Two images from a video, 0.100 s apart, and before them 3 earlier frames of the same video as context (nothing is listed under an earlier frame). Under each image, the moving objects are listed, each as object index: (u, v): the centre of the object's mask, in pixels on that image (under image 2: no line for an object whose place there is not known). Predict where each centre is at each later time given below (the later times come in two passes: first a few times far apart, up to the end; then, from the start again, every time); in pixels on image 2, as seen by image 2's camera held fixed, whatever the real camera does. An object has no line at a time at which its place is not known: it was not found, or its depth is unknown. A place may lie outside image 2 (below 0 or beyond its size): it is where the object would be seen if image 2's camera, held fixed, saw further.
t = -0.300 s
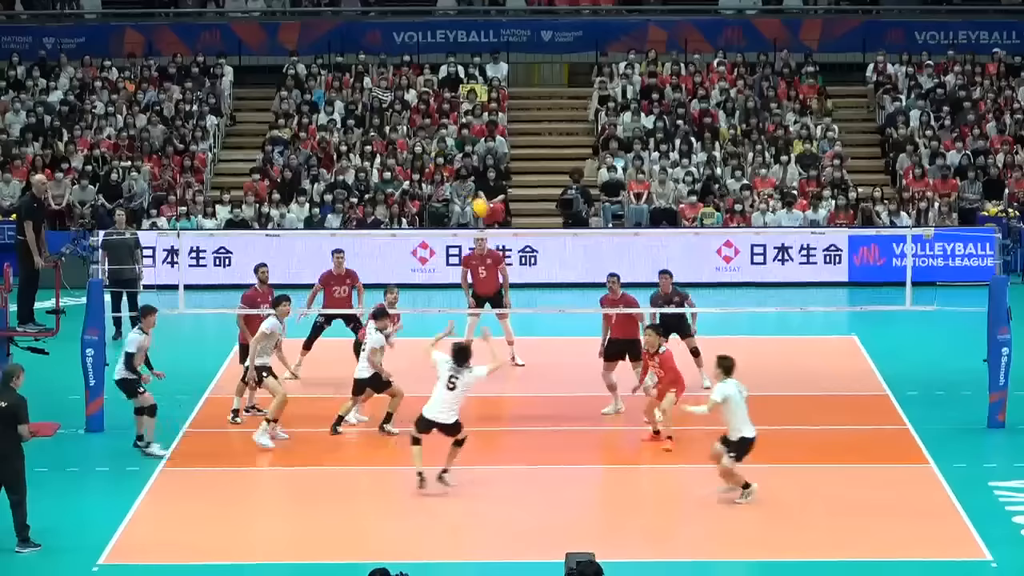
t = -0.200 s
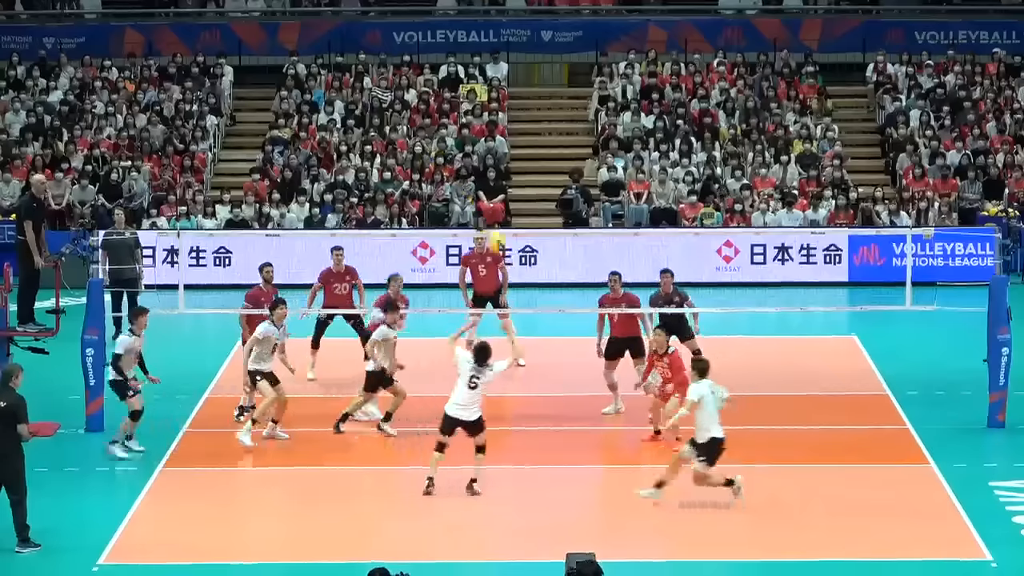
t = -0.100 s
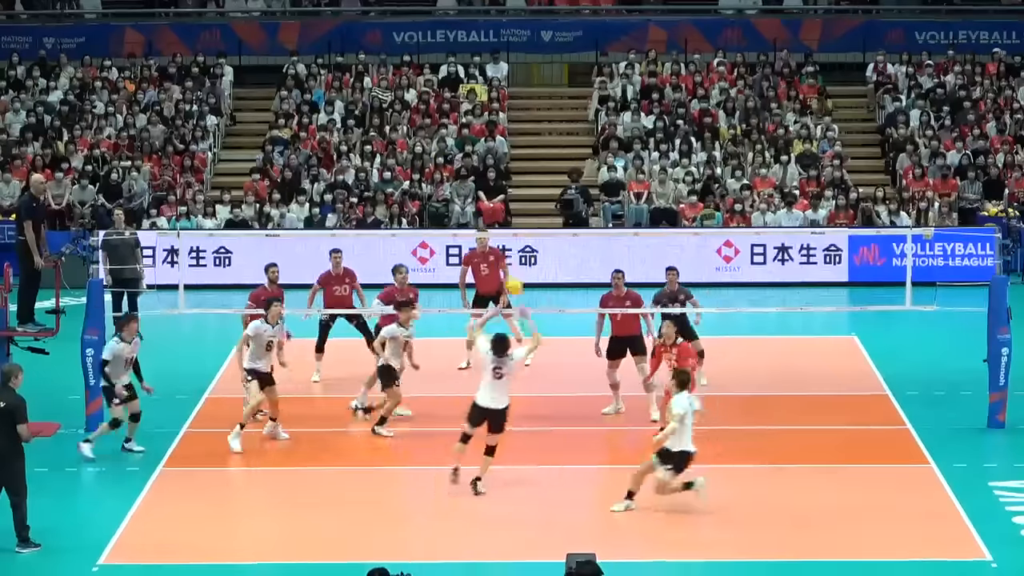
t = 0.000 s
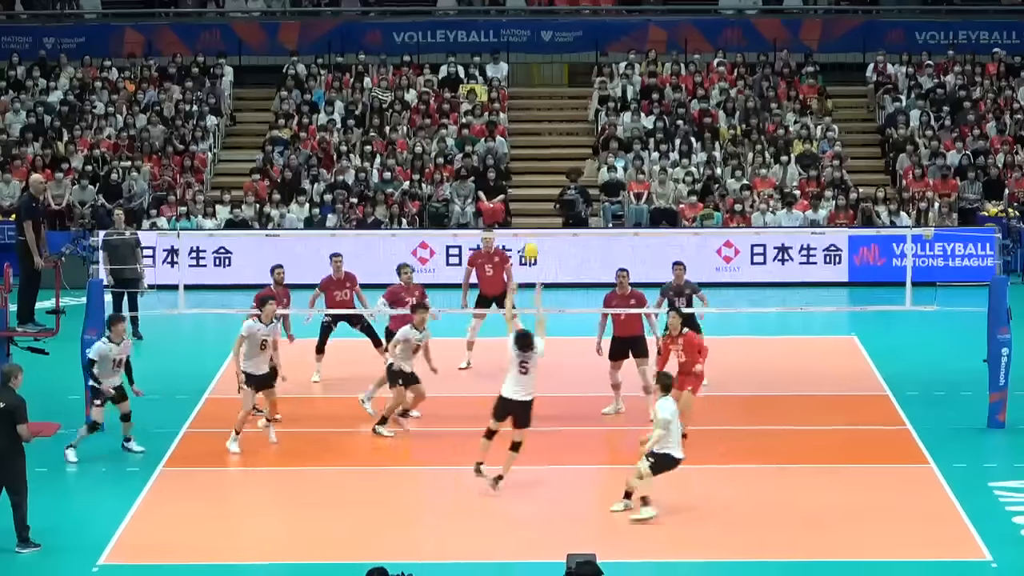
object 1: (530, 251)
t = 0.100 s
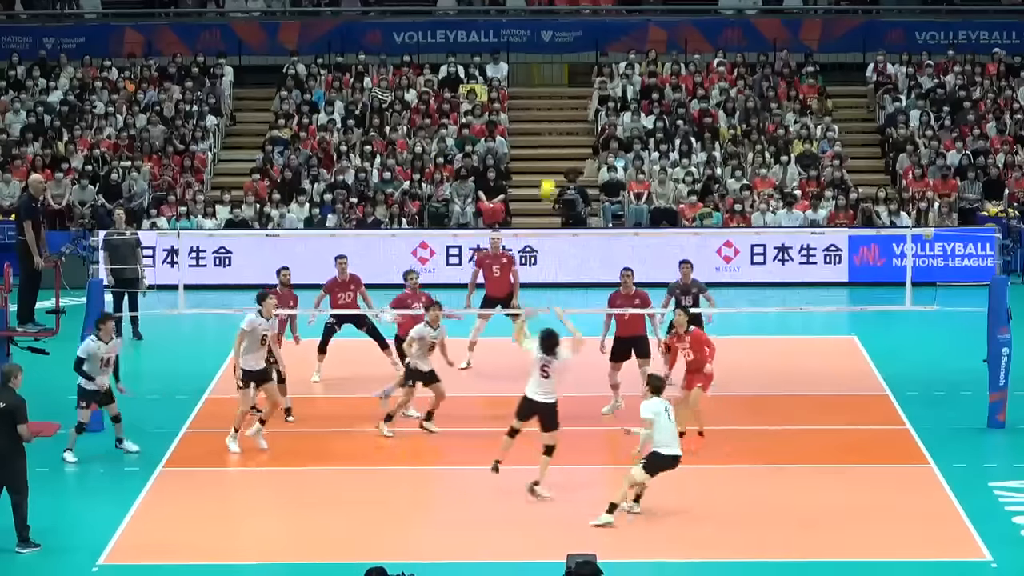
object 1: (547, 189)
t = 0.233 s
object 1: (570, 125)
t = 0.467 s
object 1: (609, 53)
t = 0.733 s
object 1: (651, 34)
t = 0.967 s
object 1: (687, 65)
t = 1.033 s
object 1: (696, 82)
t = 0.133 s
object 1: (555, 172)
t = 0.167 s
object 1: (560, 155)
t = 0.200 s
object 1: (565, 139)
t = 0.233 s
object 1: (570, 125)
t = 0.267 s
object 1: (575, 110)
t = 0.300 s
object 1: (581, 98)
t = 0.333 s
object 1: (586, 86)
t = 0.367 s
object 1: (593, 77)
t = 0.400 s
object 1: (599, 69)
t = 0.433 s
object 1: (605, 59)
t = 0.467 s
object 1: (609, 53)
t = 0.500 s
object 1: (615, 47)
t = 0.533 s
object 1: (619, 43)
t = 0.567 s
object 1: (625, 39)
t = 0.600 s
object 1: (630, 36)
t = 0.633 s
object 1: (635, 34)
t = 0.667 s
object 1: (641, 32)
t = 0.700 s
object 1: (646, 32)
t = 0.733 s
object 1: (651, 34)
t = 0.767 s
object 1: (656, 35)
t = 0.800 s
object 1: (661, 38)
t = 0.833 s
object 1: (666, 42)
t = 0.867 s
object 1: (671, 46)
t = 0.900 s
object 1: (676, 51)
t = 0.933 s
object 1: (681, 58)
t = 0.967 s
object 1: (687, 65)
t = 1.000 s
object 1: (692, 73)
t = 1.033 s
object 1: (696, 82)
